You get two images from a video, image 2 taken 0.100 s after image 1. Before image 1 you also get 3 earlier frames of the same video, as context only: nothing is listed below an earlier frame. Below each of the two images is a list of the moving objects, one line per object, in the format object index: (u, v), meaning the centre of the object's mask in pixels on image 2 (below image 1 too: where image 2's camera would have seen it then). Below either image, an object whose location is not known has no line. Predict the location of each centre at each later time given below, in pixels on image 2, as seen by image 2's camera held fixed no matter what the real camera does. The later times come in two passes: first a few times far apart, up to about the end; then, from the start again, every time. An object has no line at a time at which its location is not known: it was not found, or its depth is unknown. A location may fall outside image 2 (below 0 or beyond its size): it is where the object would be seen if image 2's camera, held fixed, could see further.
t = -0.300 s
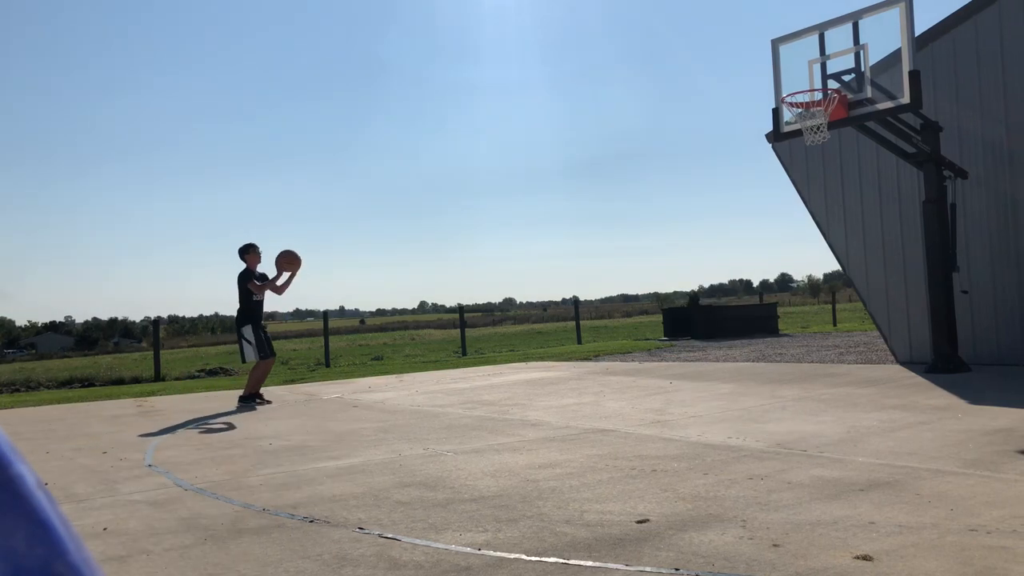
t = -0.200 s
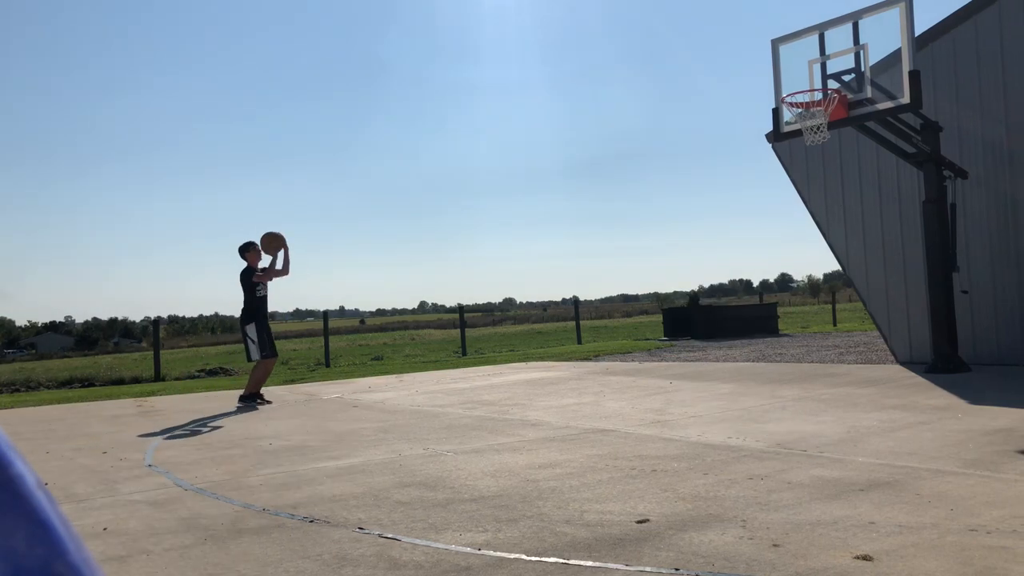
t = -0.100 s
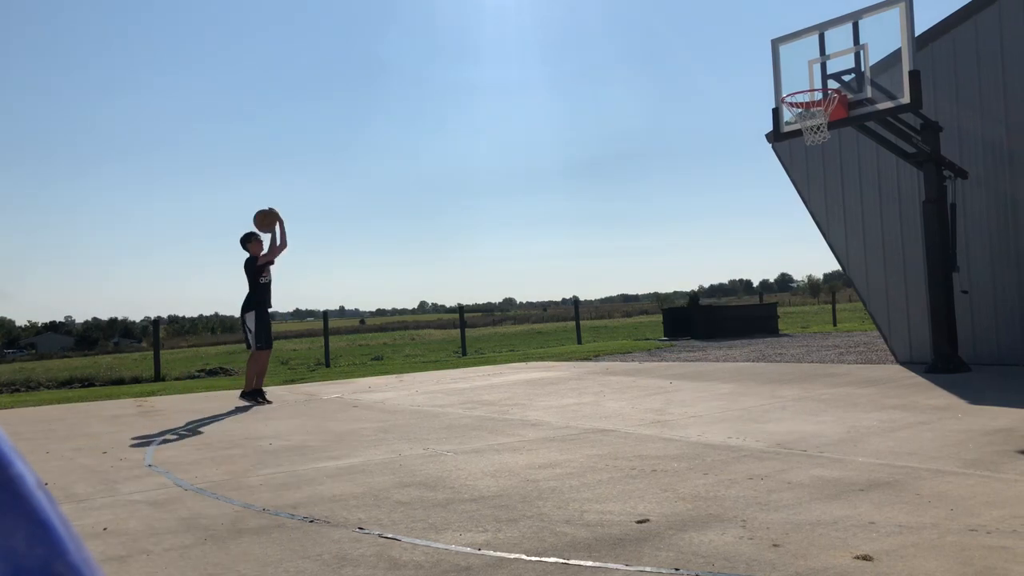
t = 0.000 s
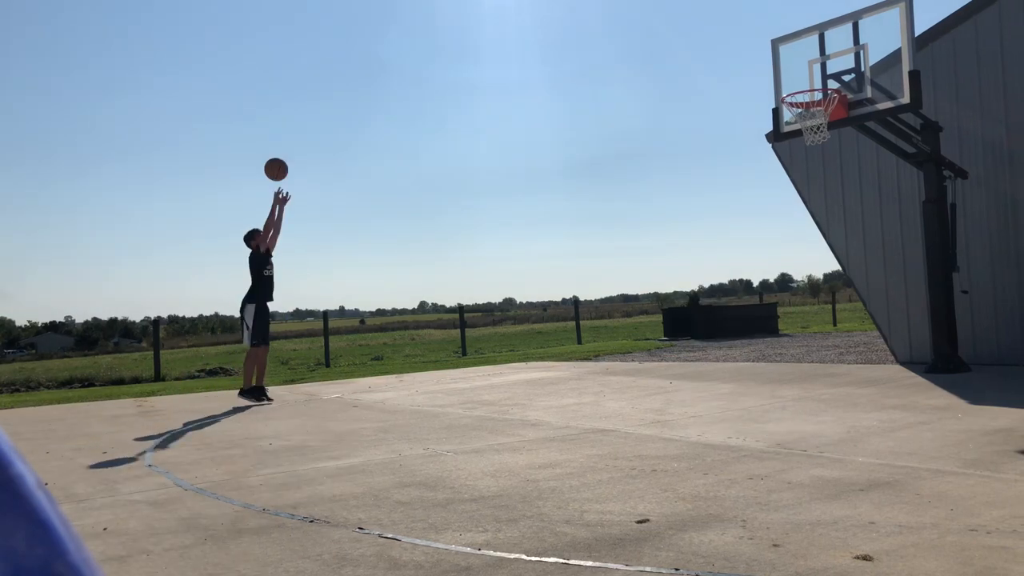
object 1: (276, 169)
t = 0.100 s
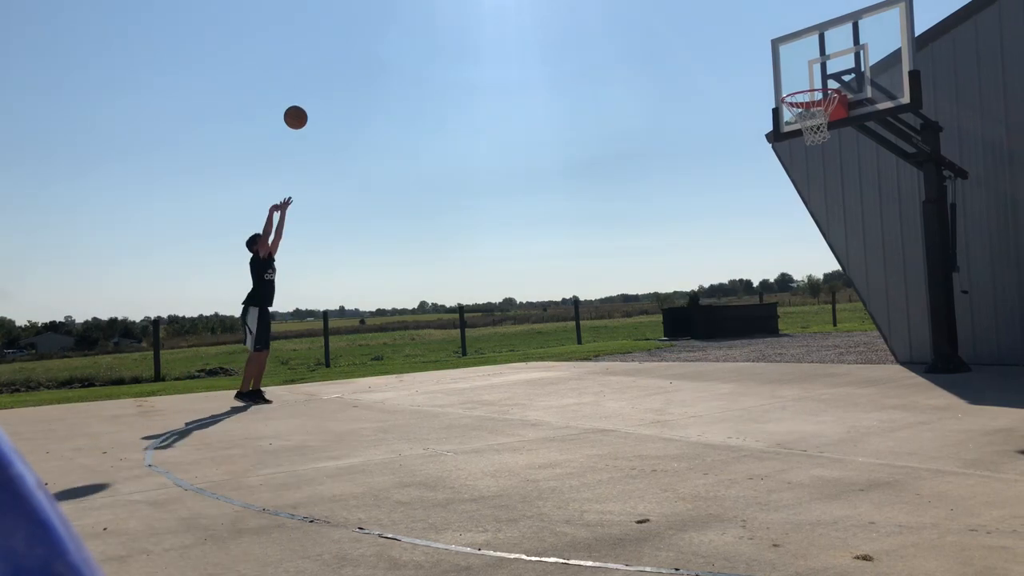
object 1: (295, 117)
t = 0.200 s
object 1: (316, 74)
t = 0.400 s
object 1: (360, 15)
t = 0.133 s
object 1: (302, 102)
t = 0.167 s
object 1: (309, 88)
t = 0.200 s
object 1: (316, 74)
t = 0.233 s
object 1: (323, 62)
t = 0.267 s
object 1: (330, 50)
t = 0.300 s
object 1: (338, 40)
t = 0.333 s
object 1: (345, 31)
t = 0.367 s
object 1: (352, 22)
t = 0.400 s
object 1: (360, 15)
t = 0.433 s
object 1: (367, 10)
